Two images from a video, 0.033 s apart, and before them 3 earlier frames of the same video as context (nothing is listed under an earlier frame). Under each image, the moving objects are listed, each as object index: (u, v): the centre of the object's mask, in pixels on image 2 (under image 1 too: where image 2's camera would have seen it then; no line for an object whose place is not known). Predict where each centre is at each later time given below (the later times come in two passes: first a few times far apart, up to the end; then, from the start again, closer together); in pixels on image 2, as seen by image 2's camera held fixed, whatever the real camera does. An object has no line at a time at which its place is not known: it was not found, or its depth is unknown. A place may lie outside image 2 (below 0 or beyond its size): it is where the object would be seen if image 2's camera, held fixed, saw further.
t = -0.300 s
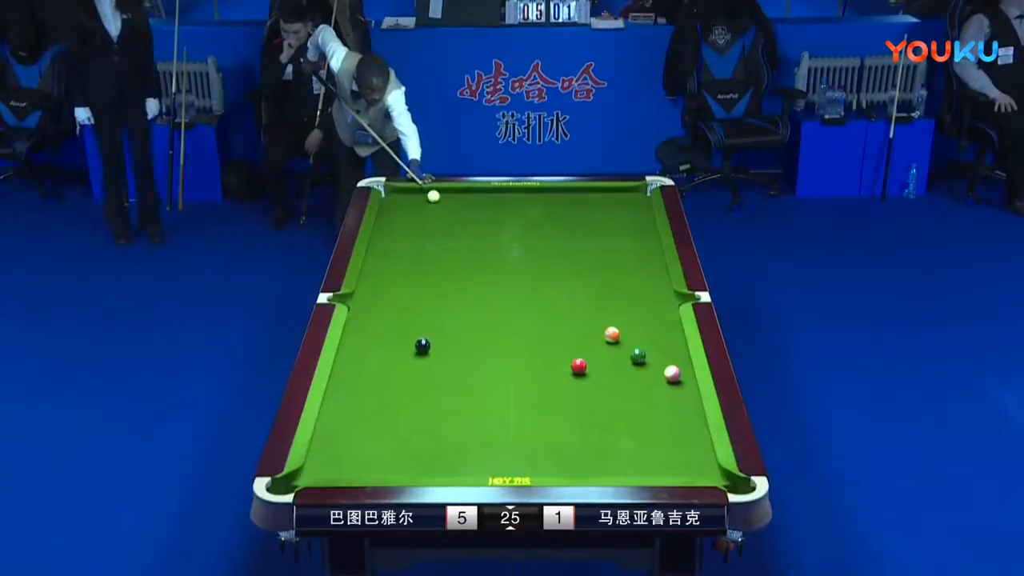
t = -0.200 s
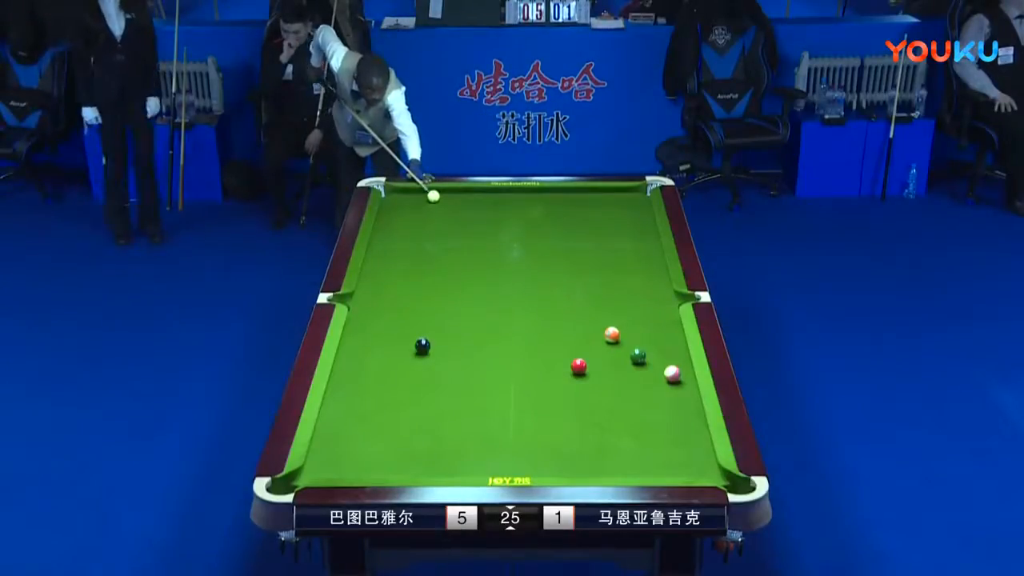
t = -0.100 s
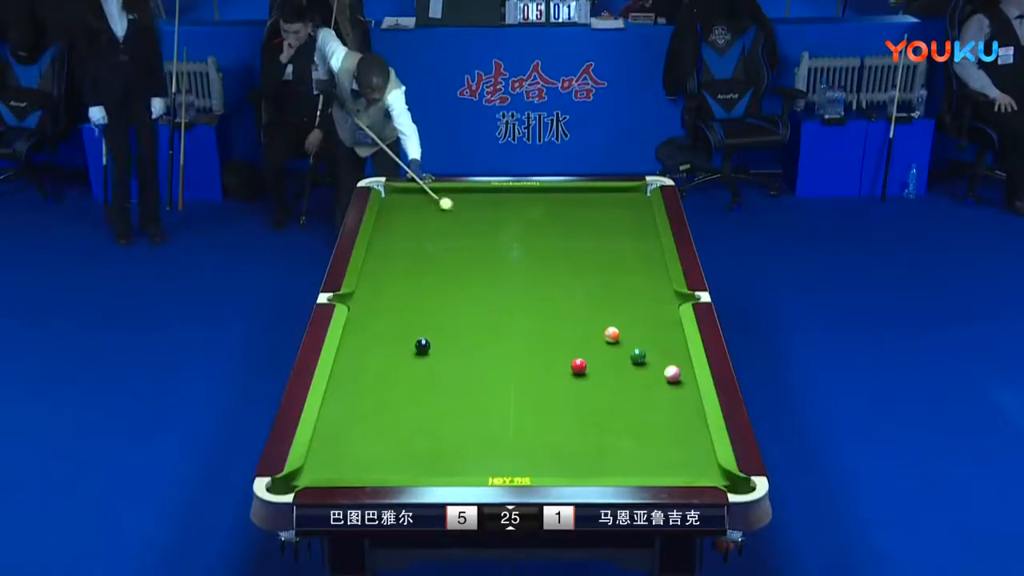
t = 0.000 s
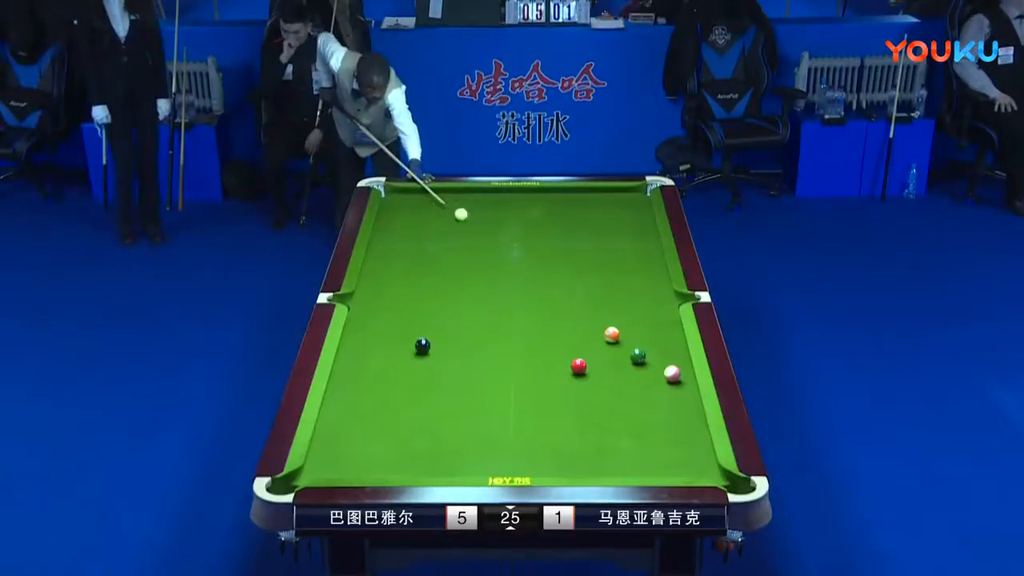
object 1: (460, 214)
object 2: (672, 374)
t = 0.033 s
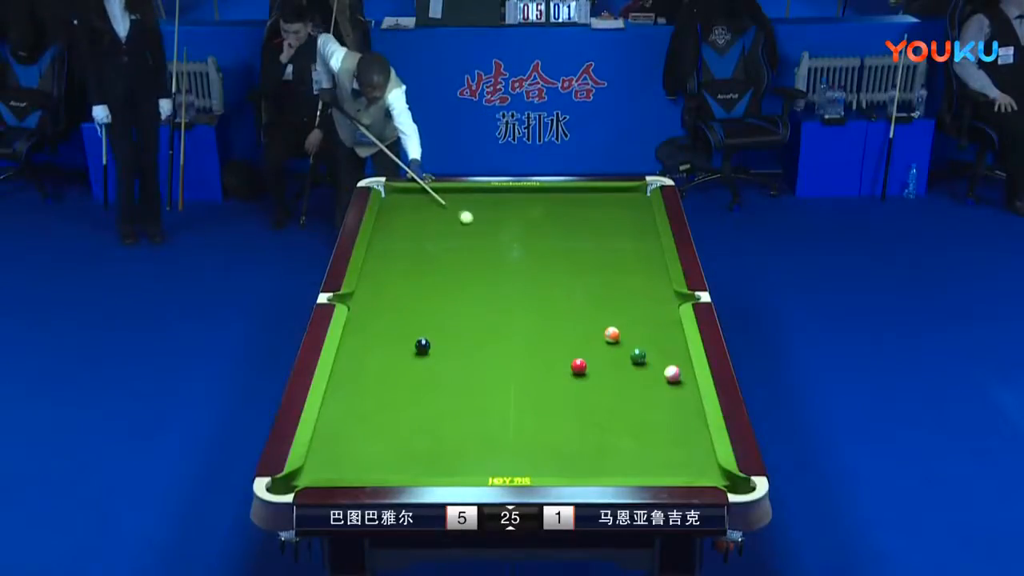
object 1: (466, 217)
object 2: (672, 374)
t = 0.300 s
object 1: (501, 240)
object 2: (672, 374)
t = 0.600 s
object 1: (544, 268)
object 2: (672, 374)
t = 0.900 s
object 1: (591, 297)
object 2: (672, 374)
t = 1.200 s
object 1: (641, 329)
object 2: (672, 374)
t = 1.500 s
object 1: (676, 360)
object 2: (672, 374)
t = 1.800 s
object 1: (658, 370)
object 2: (673, 394)
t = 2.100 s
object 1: (642, 375)
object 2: (673, 413)
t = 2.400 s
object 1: (627, 380)
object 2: (674, 432)
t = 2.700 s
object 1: (614, 384)
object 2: (674, 451)
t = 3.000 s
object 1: (603, 388)
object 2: (674, 468)
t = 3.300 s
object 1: (594, 391)
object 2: (672, 467)
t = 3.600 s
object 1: (586, 393)
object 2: (669, 458)
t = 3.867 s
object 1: (581, 394)
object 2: (667, 450)
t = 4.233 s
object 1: (576, 396)
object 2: (665, 443)
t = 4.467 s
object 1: (575, 396)
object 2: (664, 439)
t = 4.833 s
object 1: (575, 396)
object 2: (662, 435)
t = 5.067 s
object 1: (575, 396)
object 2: (662, 433)
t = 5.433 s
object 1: (575, 395)
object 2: (662, 432)
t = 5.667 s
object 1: (575, 396)
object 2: (662, 432)
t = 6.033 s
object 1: (575, 396)
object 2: (662, 432)
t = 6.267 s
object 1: (575, 396)
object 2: (662, 432)
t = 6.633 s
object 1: (575, 396)
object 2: (662, 432)
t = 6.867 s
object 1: (575, 395)
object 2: (662, 432)
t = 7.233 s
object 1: (575, 396)
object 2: (661, 432)
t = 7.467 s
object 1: (575, 395)
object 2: (662, 432)
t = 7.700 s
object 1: (575, 396)
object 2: (662, 432)
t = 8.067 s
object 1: (575, 396)
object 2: (662, 432)
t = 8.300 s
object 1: (575, 395)
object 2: (662, 432)
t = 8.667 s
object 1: (575, 396)
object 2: (662, 432)
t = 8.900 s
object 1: (575, 396)
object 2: (662, 432)
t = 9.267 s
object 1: (575, 396)
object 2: (662, 432)
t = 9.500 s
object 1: (575, 396)
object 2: (662, 432)
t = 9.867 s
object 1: (575, 396)
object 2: (662, 432)
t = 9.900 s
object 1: (575, 396)
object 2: (662, 432)
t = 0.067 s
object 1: (470, 220)
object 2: (672, 374)
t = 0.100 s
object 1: (474, 222)
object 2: (672, 374)
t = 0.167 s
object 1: (483, 228)
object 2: (672, 374)
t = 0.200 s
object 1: (488, 231)
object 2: (672, 374)
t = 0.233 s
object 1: (492, 234)
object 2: (672, 374)
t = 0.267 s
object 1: (496, 237)
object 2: (672, 374)
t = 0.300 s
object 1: (501, 240)
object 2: (672, 374)
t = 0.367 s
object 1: (511, 246)
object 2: (672, 374)
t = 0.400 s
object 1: (515, 249)
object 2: (672, 374)
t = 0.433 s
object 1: (520, 252)
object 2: (672, 374)
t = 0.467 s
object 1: (525, 255)
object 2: (672, 374)
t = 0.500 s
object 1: (529, 258)
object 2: (672, 374)
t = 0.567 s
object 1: (539, 264)
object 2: (672, 374)
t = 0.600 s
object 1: (544, 268)
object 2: (672, 374)
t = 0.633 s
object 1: (549, 271)
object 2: (672, 374)
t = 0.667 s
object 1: (554, 274)
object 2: (672, 374)
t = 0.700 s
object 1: (559, 277)
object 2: (672, 374)
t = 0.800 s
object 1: (575, 287)
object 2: (672, 374)
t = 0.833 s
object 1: (580, 290)
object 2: (672, 374)
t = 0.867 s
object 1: (585, 294)
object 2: (672, 374)
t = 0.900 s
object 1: (591, 297)
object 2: (672, 374)
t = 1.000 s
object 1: (607, 307)
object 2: (672, 374)
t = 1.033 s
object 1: (613, 311)
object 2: (672, 374)
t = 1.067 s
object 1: (618, 314)
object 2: (672, 374)
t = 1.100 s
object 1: (624, 318)
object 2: (672, 374)
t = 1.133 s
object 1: (631, 322)
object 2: (672, 374)
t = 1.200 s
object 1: (641, 329)
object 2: (672, 374)
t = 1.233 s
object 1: (648, 333)
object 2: (672, 374)
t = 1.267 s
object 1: (654, 336)
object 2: (672, 374)
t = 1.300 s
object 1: (659, 340)
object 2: (672, 374)
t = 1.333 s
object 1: (666, 344)
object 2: (672, 374)
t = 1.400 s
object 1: (677, 351)
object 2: (672, 374)
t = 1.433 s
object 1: (681, 355)
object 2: (672, 374)
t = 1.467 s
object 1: (678, 358)
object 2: (672, 374)
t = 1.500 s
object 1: (676, 360)
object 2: (672, 374)
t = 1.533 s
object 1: (673, 362)
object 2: (673, 374)
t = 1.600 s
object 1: (669, 364)
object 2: (672, 379)
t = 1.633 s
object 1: (667, 366)
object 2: (673, 382)
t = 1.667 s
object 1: (665, 367)
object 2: (673, 385)
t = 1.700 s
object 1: (664, 368)
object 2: (673, 387)
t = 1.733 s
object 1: (662, 369)
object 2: (672, 389)
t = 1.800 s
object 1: (658, 370)
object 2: (673, 394)
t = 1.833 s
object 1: (656, 371)
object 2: (673, 396)
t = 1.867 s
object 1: (655, 372)
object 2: (673, 398)
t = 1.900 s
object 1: (652, 372)
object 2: (673, 400)
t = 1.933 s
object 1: (651, 373)
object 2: (673, 402)
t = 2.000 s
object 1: (647, 374)
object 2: (673, 406)
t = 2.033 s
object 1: (645, 374)
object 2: (673, 408)
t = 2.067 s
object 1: (644, 375)
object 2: (673, 411)
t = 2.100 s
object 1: (642, 375)
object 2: (673, 413)
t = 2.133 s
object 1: (640, 376)
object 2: (673, 415)
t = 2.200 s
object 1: (637, 377)
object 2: (673, 419)
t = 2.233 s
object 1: (635, 378)
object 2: (673, 422)
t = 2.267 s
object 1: (634, 378)
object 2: (674, 424)
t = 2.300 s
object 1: (632, 379)
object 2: (673, 426)
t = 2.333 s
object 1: (631, 379)
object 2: (673, 428)
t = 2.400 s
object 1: (627, 380)
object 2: (674, 432)
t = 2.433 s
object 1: (626, 381)
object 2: (673, 434)
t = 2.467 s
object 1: (624, 381)
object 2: (673, 436)
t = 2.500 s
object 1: (623, 382)
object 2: (673, 439)
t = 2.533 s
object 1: (622, 382)
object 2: (673, 441)
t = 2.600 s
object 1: (618, 383)
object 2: (673, 445)
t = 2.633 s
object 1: (617, 383)
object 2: (674, 447)
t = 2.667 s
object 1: (616, 384)
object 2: (674, 449)
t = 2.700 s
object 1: (614, 384)
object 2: (674, 451)
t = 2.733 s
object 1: (613, 384)
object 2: (674, 454)
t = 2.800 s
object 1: (610, 385)
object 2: (674, 458)
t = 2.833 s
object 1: (609, 386)
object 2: (674, 459)
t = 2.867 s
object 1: (608, 386)
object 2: (674, 461)
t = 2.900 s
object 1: (607, 386)
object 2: (674, 462)
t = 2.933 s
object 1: (606, 387)
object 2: (674, 465)
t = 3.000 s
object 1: (603, 388)
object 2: (674, 468)
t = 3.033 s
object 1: (602, 388)
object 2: (674, 469)
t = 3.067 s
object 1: (601, 388)
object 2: (674, 471)
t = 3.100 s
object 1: (600, 389)
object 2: (674, 471)
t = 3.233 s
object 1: (596, 390)
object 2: (673, 468)
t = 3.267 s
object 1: (595, 390)
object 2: (672, 468)
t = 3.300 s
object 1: (594, 391)
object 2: (672, 467)
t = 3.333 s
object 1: (593, 391)
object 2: (672, 466)
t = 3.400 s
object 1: (591, 391)
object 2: (671, 465)
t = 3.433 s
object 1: (590, 392)
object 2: (671, 463)
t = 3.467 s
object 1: (589, 392)
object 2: (670, 462)
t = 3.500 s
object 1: (588, 392)
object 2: (670, 461)
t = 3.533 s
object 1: (587, 393)
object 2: (669, 460)
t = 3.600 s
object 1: (586, 393)
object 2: (669, 458)
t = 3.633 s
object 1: (585, 393)
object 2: (669, 457)
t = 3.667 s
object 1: (584, 393)
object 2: (668, 455)
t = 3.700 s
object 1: (584, 394)
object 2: (668, 455)
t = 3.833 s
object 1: (581, 394)
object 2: (667, 451)
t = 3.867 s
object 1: (581, 394)
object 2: (667, 450)
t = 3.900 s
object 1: (580, 395)
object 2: (667, 450)
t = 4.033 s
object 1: (578, 395)
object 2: (666, 447)
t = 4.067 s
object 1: (578, 395)
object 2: (666, 446)
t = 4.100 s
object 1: (578, 395)
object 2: (666, 445)
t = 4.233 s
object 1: (576, 396)
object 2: (665, 443)
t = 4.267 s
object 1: (576, 396)
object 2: (665, 442)
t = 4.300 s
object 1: (575, 396)
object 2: (665, 442)
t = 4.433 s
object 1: (575, 396)
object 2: (664, 440)
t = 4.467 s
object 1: (575, 396)
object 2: (664, 439)
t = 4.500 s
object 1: (575, 396)
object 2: (664, 438)
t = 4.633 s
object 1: (574, 396)
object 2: (663, 437)
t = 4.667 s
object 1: (574, 396)
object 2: (663, 436)
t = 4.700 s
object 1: (574, 396)
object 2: (663, 436)
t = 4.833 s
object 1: (575, 396)
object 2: (662, 435)
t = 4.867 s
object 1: (575, 396)
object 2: (662, 434)
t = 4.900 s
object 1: (575, 396)
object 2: (662, 434)
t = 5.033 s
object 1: (575, 396)
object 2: (662, 433)
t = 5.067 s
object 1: (575, 396)
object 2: (662, 433)
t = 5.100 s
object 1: (575, 396)
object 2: (662, 433)
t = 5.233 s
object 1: (575, 396)
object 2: (662, 432)
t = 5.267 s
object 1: (575, 395)
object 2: (662, 432)
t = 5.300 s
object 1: (575, 396)
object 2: (662, 432)
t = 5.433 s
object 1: (575, 395)
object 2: (662, 432)
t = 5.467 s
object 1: (575, 396)
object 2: (662, 432)
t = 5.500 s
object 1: (575, 396)
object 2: (662, 432)
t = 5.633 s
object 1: (575, 395)
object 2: (662, 432)
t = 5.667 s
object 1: (575, 396)
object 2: (662, 432)
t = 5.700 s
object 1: (575, 396)
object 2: (662, 432)
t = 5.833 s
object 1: (575, 396)
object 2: (662, 432)
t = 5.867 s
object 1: (575, 396)
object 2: (662, 432)
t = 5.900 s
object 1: (575, 396)
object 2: (662, 432)
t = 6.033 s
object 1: (575, 396)
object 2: (662, 432)
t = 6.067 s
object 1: (575, 395)
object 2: (662, 432)
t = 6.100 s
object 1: (575, 395)
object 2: (662, 432)
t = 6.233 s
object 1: (575, 395)
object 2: (662, 432)
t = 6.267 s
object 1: (575, 396)
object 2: (662, 432)
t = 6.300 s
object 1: (575, 396)
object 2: (662, 432)
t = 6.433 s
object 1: (575, 396)
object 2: (662, 432)
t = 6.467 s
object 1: (575, 396)
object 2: (662, 432)
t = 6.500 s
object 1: (575, 395)
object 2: (662, 432)
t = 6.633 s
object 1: (575, 396)
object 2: (662, 432)
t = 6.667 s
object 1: (575, 396)
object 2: (662, 432)
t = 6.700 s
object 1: (575, 395)
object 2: (662, 432)
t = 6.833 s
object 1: (574, 396)
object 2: (661, 432)
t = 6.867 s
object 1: (575, 395)
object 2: (662, 432)
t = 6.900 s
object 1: (575, 396)
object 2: (661, 432)
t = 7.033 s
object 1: (575, 395)
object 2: (662, 432)
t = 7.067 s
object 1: (575, 395)
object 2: (662, 432)
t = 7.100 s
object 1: (575, 396)
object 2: (661, 432)
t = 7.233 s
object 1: (575, 396)
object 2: (661, 432)
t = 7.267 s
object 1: (575, 396)
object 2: (662, 432)
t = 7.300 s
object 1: (575, 396)
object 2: (662, 432)
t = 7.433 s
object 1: (575, 395)
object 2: (662, 432)
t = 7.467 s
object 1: (575, 395)
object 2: (662, 432)
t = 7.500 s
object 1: (575, 396)
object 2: (662, 432)
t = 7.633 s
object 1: (575, 396)
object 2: (662, 432)
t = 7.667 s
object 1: (575, 396)
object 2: (662, 432)
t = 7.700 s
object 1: (575, 396)
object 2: (662, 432)
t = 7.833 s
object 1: (575, 395)
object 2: (662, 432)
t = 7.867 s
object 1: (575, 396)
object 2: (662, 432)
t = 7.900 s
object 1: (575, 396)
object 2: (662, 432)
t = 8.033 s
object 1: (575, 396)
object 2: (662, 432)
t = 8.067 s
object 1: (575, 396)
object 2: (662, 432)
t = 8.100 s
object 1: (575, 396)
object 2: (662, 432)
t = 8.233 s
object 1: (575, 396)
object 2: (662, 432)
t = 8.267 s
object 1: (575, 396)
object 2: (662, 432)
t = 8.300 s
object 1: (575, 395)
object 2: (662, 432)
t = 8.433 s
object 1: (575, 396)
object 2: (662, 432)
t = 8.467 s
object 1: (575, 396)
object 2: (662, 432)
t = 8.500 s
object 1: (575, 396)
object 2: (662, 432)
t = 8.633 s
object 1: (575, 396)
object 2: (662, 432)
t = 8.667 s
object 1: (575, 396)
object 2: (662, 432)
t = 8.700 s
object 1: (575, 396)
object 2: (662, 432)
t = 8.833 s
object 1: (575, 396)
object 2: (662, 432)
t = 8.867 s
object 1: (575, 396)
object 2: (662, 432)
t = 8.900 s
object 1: (575, 396)
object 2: (662, 432)
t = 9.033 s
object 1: (575, 396)
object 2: (662, 432)
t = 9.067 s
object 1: (575, 396)
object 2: (662, 432)
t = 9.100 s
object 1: (575, 396)
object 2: (662, 432)
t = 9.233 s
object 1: (575, 396)
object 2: (662, 432)
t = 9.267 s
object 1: (575, 396)
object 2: (662, 432)
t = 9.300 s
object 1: (575, 396)
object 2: (662, 432)
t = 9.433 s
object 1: (575, 396)
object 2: (662, 432)
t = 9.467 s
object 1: (575, 396)
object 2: (662, 432)
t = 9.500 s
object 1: (575, 396)
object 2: (662, 432)
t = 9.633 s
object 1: (575, 395)
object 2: (662, 432)
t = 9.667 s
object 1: (575, 395)
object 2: (662, 432)
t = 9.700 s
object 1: (575, 396)
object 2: (662, 432)
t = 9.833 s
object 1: (575, 396)
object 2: (662, 432)
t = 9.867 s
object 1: (575, 396)
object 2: (662, 432)
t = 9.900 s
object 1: (575, 396)
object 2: (662, 432)
